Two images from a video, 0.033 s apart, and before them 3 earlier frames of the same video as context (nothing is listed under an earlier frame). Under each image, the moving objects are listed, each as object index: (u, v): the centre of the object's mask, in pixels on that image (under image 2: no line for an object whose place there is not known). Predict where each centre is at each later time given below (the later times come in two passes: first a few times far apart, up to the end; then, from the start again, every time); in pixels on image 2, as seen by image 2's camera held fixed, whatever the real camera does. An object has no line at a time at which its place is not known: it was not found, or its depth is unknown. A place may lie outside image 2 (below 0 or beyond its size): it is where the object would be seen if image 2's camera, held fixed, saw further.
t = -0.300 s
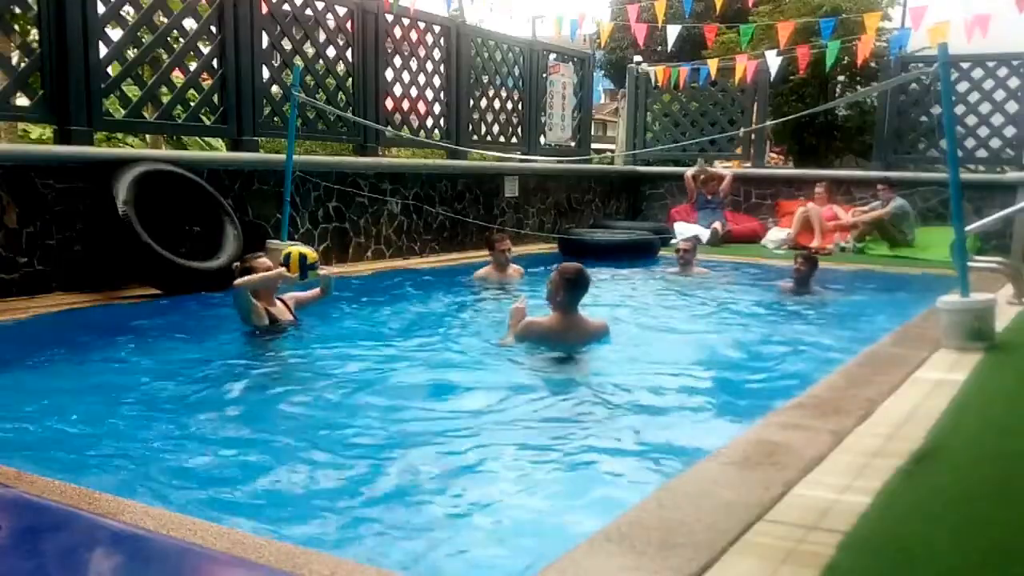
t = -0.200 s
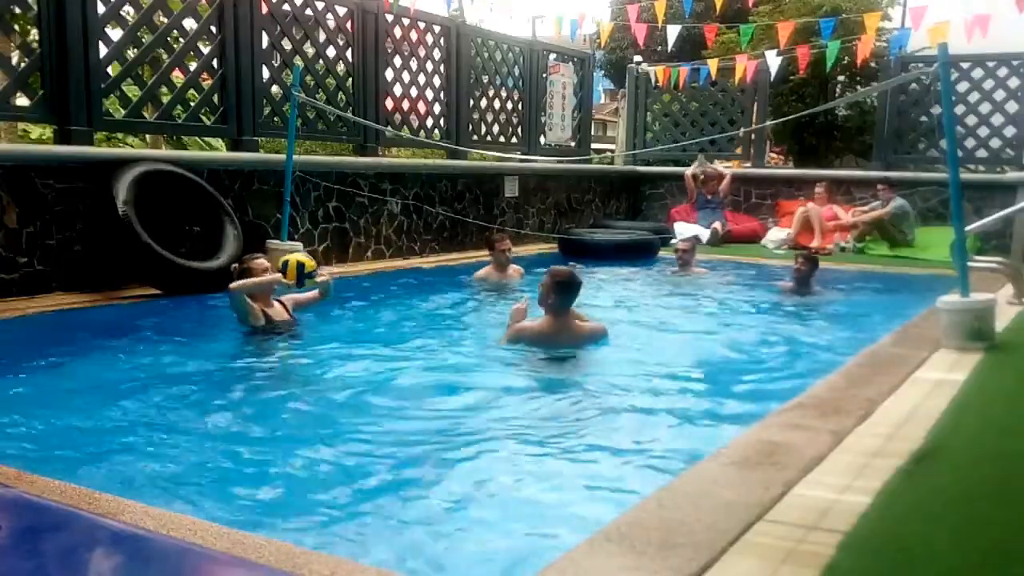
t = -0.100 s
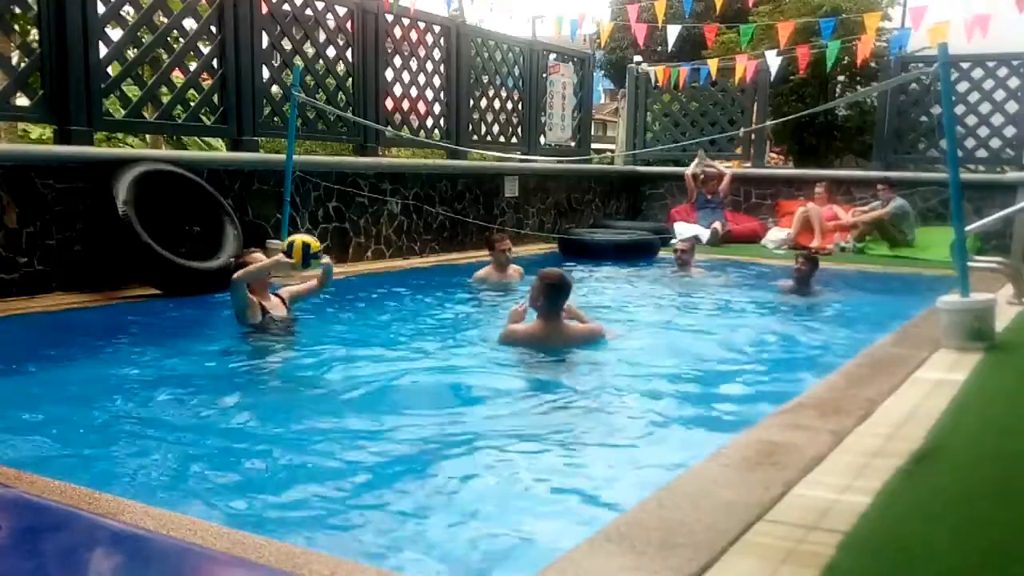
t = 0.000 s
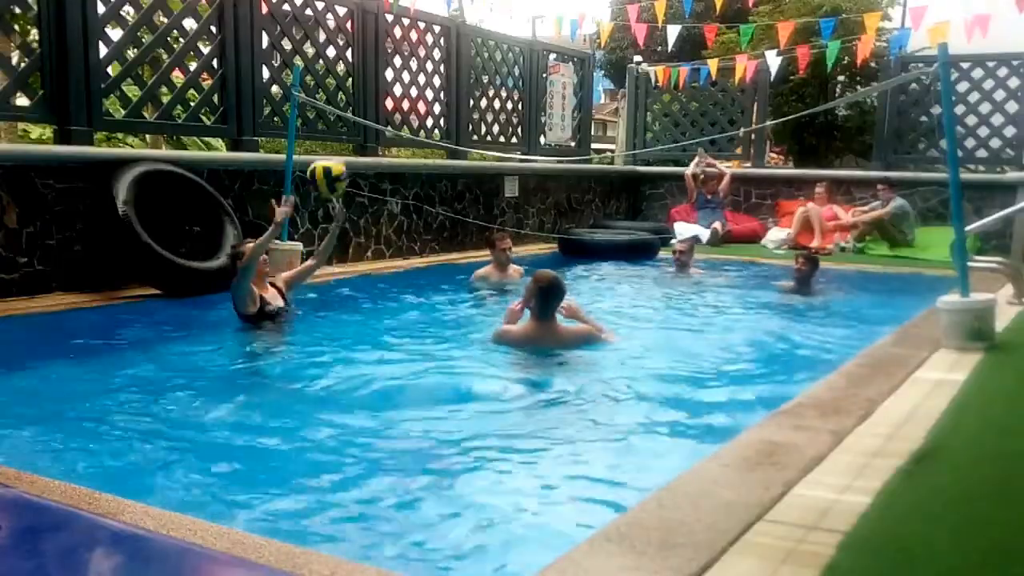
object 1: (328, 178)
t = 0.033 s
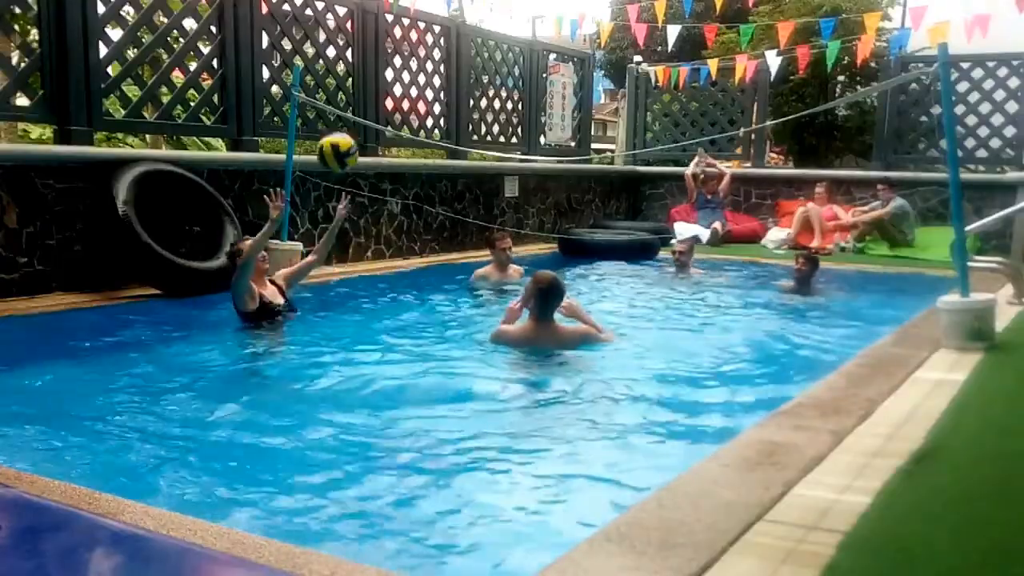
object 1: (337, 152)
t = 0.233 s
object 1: (397, 41)
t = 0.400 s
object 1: (449, 11)
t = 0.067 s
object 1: (347, 129)
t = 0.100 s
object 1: (357, 107)
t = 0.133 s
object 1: (366, 87)
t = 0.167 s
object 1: (376, 70)
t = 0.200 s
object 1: (387, 55)
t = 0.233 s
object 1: (397, 41)
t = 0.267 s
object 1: (408, 30)
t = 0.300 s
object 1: (416, 21)
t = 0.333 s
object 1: (428, 16)
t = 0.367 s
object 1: (438, 12)
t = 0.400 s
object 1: (449, 11)
